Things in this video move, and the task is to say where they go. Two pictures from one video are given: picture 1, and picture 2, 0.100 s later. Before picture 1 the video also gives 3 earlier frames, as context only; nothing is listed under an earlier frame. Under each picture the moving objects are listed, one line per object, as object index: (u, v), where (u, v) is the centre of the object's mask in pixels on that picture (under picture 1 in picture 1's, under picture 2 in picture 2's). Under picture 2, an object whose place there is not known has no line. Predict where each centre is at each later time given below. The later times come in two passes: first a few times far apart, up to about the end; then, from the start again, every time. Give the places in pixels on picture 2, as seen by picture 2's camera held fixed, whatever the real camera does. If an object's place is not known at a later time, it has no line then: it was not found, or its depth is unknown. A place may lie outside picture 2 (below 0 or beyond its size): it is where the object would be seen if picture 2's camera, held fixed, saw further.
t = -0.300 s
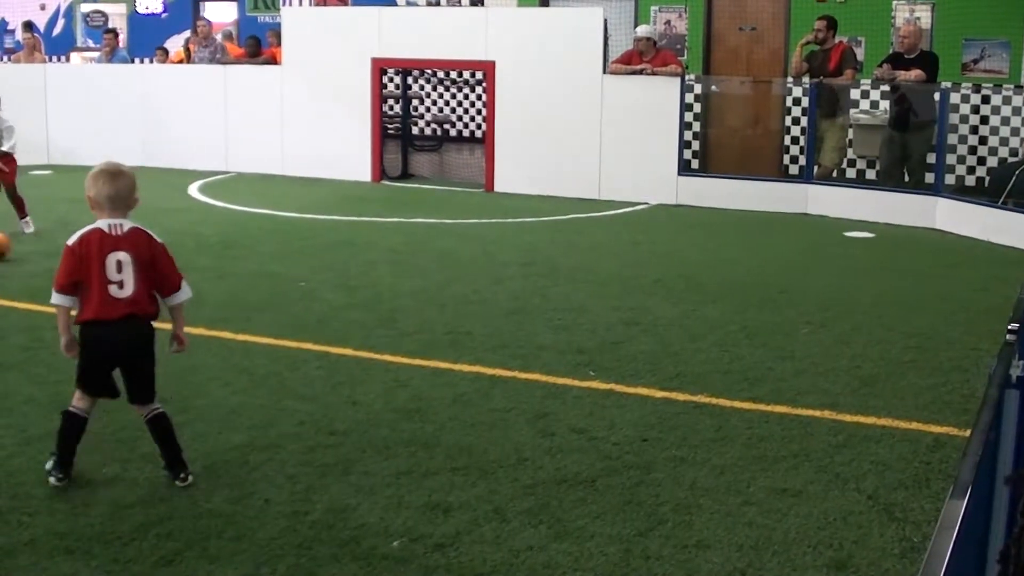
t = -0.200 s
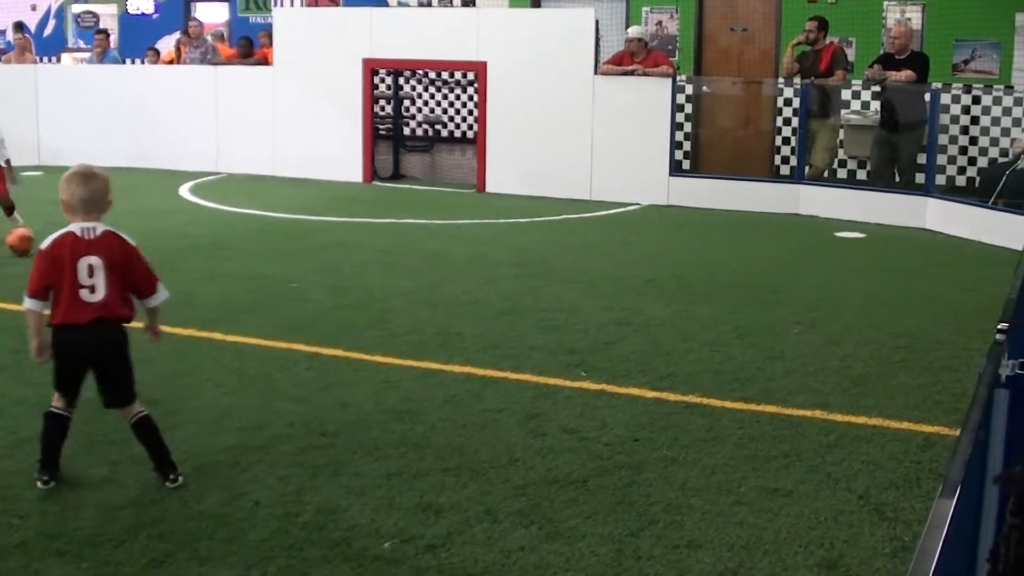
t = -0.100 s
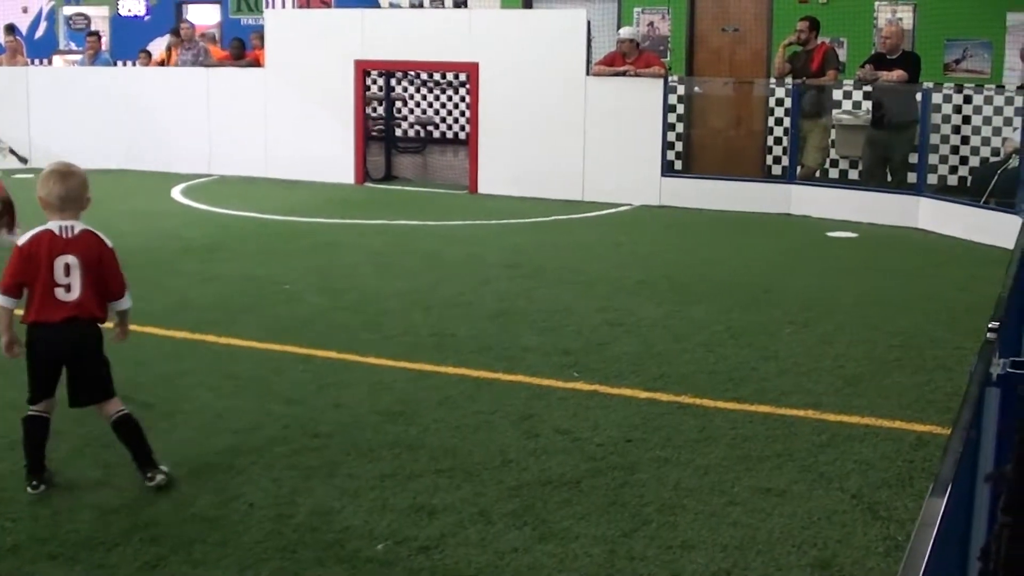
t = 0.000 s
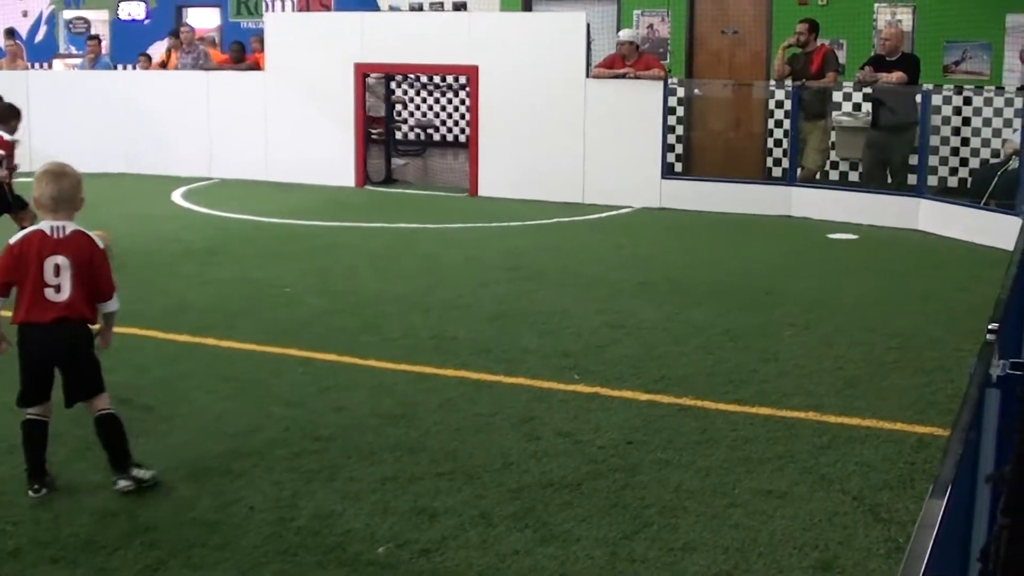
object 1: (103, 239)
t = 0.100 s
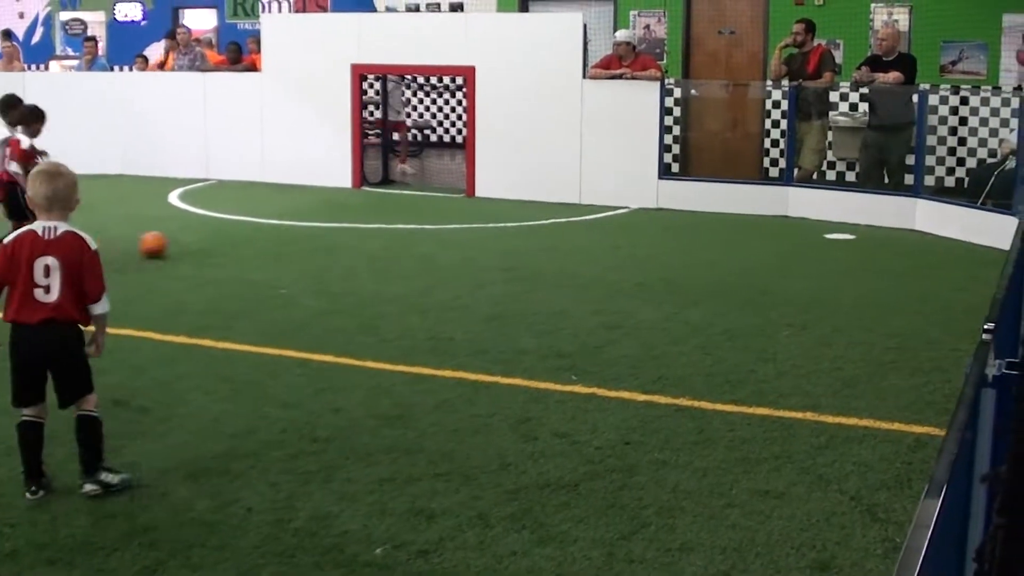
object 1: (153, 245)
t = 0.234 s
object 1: (222, 244)
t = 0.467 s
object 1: (320, 244)
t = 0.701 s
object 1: (407, 245)
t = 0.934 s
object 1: (490, 244)
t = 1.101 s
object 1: (545, 243)
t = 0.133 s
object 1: (173, 245)
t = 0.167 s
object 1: (190, 245)
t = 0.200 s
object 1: (206, 244)
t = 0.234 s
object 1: (222, 244)
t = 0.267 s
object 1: (239, 244)
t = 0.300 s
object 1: (254, 245)
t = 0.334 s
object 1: (267, 244)
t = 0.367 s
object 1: (281, 244)
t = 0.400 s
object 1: (295, 244)
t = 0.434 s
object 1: (308, 244)
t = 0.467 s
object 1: (320, 244)
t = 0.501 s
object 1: (333, 244)
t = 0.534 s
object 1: (345, 244)
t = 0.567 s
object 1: (358, 244)
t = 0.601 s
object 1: (370, 244)
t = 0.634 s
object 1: (383, 244)
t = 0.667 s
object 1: (395, 244)
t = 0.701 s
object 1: (407, 245)
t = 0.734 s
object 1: (419, 244)
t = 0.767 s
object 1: (431, 244)
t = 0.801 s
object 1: (444, 244)
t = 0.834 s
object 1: (455, 244)
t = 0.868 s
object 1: (466, 244)
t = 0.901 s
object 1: (477, 243)
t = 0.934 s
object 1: (490, 244)
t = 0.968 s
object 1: (501, 244)
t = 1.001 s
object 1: (513, 243)
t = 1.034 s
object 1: (523, 243)
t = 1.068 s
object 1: (534, 243)
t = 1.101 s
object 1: (545, 243)
